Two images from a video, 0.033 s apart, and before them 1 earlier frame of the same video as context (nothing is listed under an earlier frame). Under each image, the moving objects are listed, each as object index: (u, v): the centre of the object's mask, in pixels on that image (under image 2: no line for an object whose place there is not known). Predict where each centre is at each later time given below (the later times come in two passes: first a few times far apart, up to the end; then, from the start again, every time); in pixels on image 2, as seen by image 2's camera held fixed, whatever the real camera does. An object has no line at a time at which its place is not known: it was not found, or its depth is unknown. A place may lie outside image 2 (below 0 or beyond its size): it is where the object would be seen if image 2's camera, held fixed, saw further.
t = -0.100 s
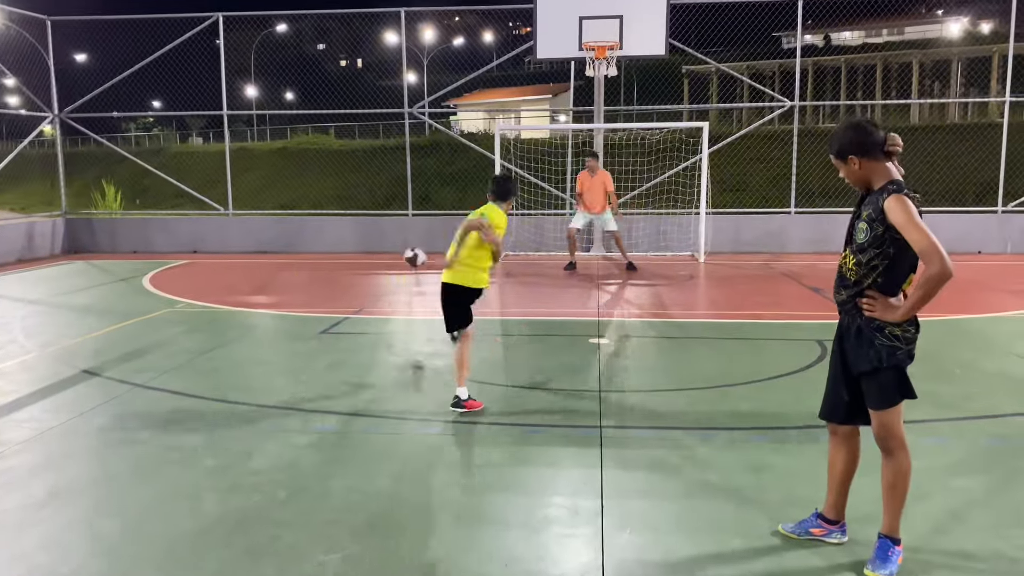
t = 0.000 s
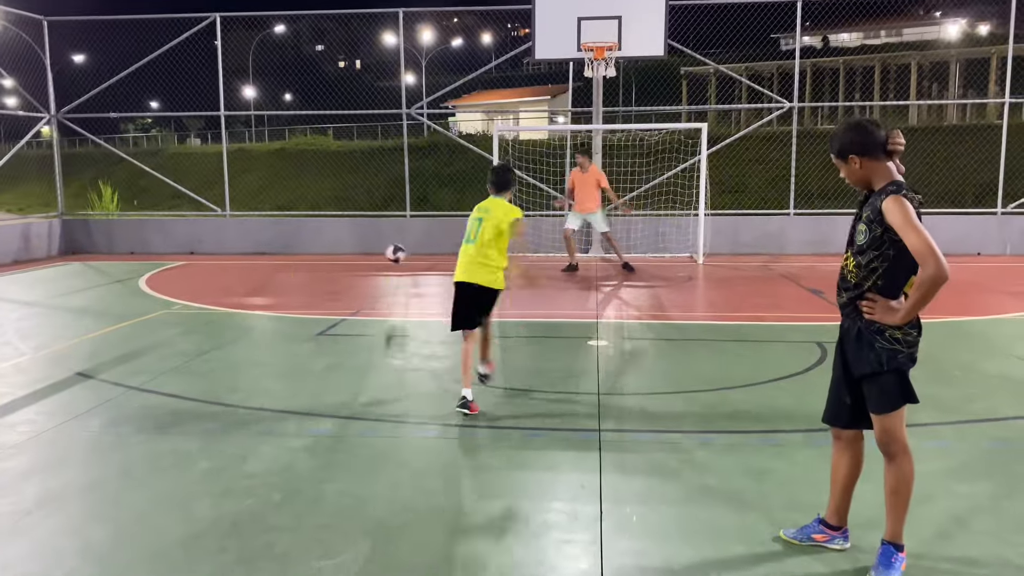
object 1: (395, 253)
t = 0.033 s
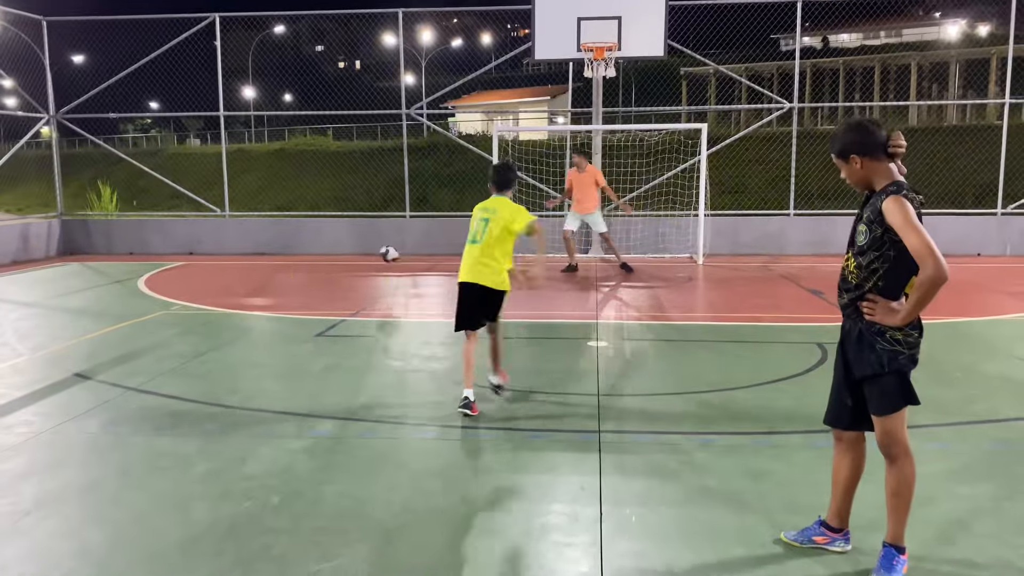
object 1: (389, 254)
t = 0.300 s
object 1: (353, 249)
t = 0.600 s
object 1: (318, 236)
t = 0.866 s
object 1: (274, 259)
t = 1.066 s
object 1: (247, 255)
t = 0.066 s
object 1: (384, 255)
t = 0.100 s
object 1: (380, 257)
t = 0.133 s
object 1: (375, 259)
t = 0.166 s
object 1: (371, 262)
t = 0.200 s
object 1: (367, 265)
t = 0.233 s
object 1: (362, 262)
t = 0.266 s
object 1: (358, 255)
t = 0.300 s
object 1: (353, 249)
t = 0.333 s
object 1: (349, 246)
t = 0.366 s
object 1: (346, 242)
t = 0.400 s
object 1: (342, 239)
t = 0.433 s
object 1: (338, 237)
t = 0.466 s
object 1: (335, 236)
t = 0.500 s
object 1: (332, 236)
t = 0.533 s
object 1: (329, 236)
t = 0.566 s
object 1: (325, 236)
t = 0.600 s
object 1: (318, 236)
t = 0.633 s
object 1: (313, 236)
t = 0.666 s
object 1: (307, 237)
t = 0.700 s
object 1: (303, 240)
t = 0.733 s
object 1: (297, 242)
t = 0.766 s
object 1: (292, 246)
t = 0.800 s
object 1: (285, 250)
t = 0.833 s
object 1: (279, 255)
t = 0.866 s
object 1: (274, 259)
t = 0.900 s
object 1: (269, 256)
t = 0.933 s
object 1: (265, 254)
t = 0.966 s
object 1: (260, 253)
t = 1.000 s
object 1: (256, 253)
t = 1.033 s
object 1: (252, 254)
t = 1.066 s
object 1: (247, 255)
